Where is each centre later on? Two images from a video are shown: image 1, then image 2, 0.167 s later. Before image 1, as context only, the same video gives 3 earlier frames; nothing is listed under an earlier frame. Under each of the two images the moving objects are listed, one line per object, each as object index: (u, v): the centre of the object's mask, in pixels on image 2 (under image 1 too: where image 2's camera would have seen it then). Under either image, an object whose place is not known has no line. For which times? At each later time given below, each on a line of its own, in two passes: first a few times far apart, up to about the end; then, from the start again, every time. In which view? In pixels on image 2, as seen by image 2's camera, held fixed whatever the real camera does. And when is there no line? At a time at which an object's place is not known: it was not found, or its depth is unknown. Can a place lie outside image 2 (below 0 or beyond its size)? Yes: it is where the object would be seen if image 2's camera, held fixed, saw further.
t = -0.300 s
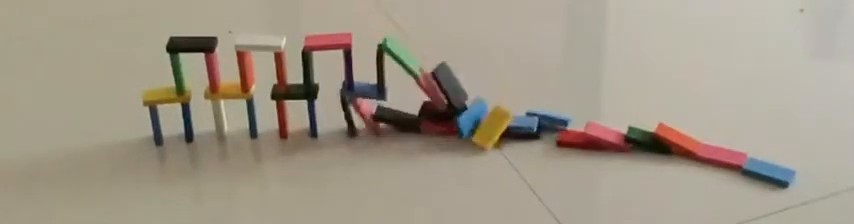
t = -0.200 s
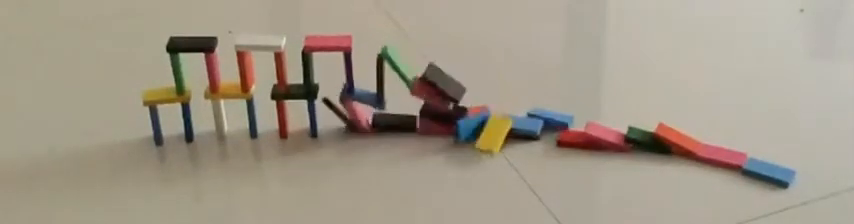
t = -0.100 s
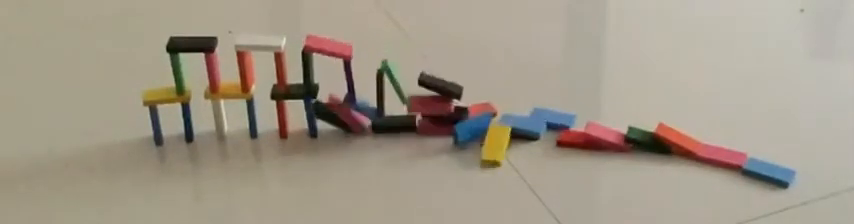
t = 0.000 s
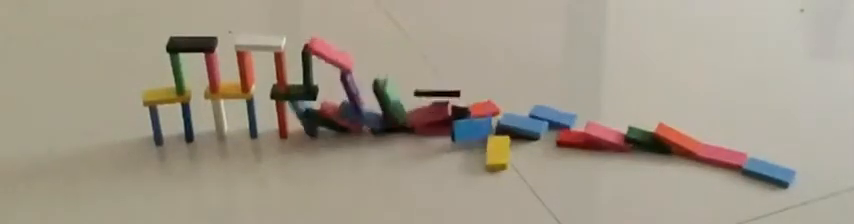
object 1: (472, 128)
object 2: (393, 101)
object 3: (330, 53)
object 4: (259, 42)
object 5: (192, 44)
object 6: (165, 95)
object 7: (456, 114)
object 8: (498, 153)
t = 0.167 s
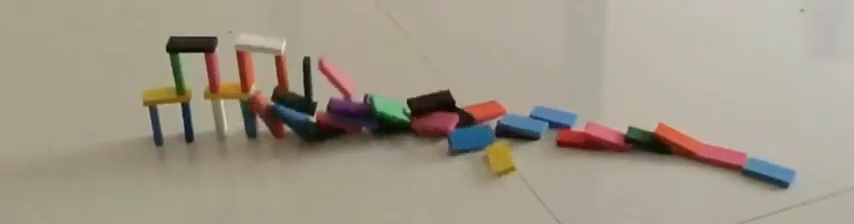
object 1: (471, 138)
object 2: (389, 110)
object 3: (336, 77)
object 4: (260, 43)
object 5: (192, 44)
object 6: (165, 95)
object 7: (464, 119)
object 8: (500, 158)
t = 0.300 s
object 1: (470, 144)
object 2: (387, 122)
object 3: (340, 92)
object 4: (262, 50)
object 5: (191, 44)
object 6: (164, 96)
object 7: (463, 120)
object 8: (502, 165)
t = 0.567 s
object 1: (471, 149)
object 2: (385, 146)
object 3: (347, 115)
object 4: (264, 81)
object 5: (192, 49)
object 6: (161, 96)
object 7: (459, 115)
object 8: (505, 174)
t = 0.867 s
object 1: (474, 154)
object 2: (379, 167)
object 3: (360, 127)
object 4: (280, 111)
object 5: (201, 87)
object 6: (155, 114)
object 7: (460, 113)
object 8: (507, 180)
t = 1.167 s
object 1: (477, 158)
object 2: (372, 181)
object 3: (363, 131)
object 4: (301, 114)
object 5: (201, 117)
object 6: (135, 133)
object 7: (459, 112)
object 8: (508, 181)
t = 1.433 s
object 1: (478, 159)
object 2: (371, 188)
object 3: (370, 140)
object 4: (315, 110)
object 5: (202, 143)
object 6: (119, 144)
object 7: (458, 111)
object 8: (508, 181)
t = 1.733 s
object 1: (478, 159)
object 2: (370, 188)
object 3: (371, 140)
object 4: (319, 113)
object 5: (196, 157)
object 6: (114, 153)
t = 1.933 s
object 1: (478, 160)
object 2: (370, 188)
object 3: (371, 140)
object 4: (319, 113)
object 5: (195, 162)
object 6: (114, 152)
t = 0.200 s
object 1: (471, 140)
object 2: (388, 112)
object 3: (338, 82)
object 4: (261, 44)
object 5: (191, 44)
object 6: (164, 96)
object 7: (464, 120)
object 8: (500, 160)
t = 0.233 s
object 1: (471, 142)
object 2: (387, 114)
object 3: (337, 85)
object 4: (261, 46)
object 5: (191, 44)
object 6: (164, 96)
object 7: (464, 120)
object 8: (501, 161)
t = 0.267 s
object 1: (471, 143)
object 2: (387, 119)
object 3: (338, 89)
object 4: (261, 48)
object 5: (191, 44)
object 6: (164, 96)
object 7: (460, 119)
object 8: (501, 164)
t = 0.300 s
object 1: (470, 144)
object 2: (387, 122)
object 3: (340, 92)
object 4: (262, 50)
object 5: (191, 44)
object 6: (164, 96)
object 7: (463, 120)
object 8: (502, 165)
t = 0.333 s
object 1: (470, 145)
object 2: (388, 126)
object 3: (341, 98)
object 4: (263, 54)
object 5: (191, 43)
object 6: (164, 96)
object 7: (457, 117)
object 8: (503, 166)
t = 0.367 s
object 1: (470, 146)
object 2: (388, 131)
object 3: (341, 99)
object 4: (264, 58)
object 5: (191, 43)
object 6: (164, 96)
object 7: (456, 117)
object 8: (502, 166)
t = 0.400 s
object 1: (472, 146)
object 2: (387, 136)
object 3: (340, 103)
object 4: (265, 62)
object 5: (191, 44)
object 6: (164, 96)
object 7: (457, 117)
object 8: (504, 168)
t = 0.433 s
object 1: (471, 146)
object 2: (386, 139)
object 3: (341, 104)
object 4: (265, 65)
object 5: (191, 44)
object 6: (164, 96)
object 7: (458, 116)
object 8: (503, 169)
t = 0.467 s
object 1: (472, 146)
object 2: (386, 141)
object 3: (342, 107)
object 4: (264, 68)
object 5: (191, 45)
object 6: (163, 96)
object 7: (458, 116)
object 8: (504, 172)
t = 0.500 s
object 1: (471, 147)
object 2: (385, 142)
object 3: (344, 111)
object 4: (264, 72)
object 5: (191, 46)
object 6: (163, 96)
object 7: (458, 116)
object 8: (504, 173)
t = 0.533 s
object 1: (470, 148)
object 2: (385, 144)
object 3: (346, 113)
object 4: (264, 76)
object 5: (192, 47)
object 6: (162, 96)
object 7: (459, 116)
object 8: (505, 173)
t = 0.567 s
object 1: (471, 149)
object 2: (385, 146)
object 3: (347, 115)
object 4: (264, 81)
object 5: (192, 49)
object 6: (161, 96)
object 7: (459, 115)
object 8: (505, 174)
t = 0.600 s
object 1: (473, 151)
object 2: (384, 148)
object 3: (349, 116)
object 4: (263, 86)
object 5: (192, 52)
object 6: (160, 96)
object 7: (459, 115)
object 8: (505, 175)
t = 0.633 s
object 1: (473, 151)
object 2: (382, 151)
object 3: (354, 119)
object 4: (264, 92)
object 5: (193, 55)
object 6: (159, 97)
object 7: (460, 115)
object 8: (506, 176)
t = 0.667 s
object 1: (473, 151)
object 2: (382, 153)
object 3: (354, 120)
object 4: (268, 100)
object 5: (194, 58)
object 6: (159, 98)
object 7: (460, 115)
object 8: (505, 176)
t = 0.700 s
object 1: (473, 152)
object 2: (381, 155)
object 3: (357, 121)
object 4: (270, 101)
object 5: (195, 62)
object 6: (159, 100)
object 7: (460, 114)
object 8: (505, 176)
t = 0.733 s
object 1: (473, 153)
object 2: (380, 158)
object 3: (357, 123)
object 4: (273, 104)
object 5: (196, 67)
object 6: (158, 101)
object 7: (460, 113)
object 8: (506, 177)
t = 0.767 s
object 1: (474, 153)
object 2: (379, 162)
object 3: (357, 124)
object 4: (273, 106)
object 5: (196, 72)
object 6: (159, 105)
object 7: (460, 113)
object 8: (506, 178)
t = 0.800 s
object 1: (474, 154)
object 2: (379, 165)
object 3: (357, 126)
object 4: (275, 107)
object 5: (198, 78)
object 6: (159, 108)
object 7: (460, 113)
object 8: (507, 179)
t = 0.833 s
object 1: (475, 154)
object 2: (379, 166)
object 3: (359, 126)
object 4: (278, 110)
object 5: (200, 84)
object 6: (159, 112)
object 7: (460, 113)
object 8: (507, 179)
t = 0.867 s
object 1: (474, 154)
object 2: (379, 167)
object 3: (360, 127)
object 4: (280, 111)
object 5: (201, 87)
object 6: (155, 114)
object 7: (460, 113)
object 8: (507, 180)
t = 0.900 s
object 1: (474, 154)
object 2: (377, 168)
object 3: (360, 127)
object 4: (281, 110)
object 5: (202, 90)
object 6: (153, 118)
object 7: (460, 113)
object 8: (508, 180)
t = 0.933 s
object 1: (475, 155)
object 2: (376, 169)
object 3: (361, 127)
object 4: (282, 110)
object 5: (204, 93)
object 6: (153, 122)
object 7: (460, 113)
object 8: (508, 180)
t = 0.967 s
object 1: (475, 155)
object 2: (376, 170)
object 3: (361, 128)
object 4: (284, 111)
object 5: (205, 97)
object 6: (151, 123)
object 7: (459, 113)
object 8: (507, 180)
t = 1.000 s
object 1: (475, 155)
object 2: (377, 172)
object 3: (361, 127)
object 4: (286, 111)
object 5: (206, 102)
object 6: (147, 124)
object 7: (459, 113)
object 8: (507, 181)
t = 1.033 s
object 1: (475, 156)
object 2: (376, 174)
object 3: (361, 128)
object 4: (288, 113)
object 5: (207, 106)
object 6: (146, 126)
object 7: (459, 113)
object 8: (508, 181)
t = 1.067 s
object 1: (476, 157)
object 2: (375, 175)
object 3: (362, 128)
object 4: (291, 113)
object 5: (208, 109)
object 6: (142, 127)
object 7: (459, 113)
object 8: (508, 181)
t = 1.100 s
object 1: (476, 157)
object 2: (375, 175)
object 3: (362, 129)
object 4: (294, 109)
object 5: (205, 112)
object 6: (140, 129)
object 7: (459, 112)
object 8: (508, 181)
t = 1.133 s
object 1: (477, 158)
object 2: (375, 177)
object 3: (363, 130)
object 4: (297, 108)
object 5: (202, 115)
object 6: (137, 131)
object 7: (459, 112)
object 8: (508, 181)
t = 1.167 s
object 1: (477, 158)
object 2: (372, 181)
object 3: (363, 131)
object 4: (301, 114)
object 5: (201, 117)
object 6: (135, 133)
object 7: (459, 112)
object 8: (508, 181)
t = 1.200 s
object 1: (477, 159)
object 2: (371, 183)
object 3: (363, 131)
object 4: (303, 113)
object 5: (205, 119)
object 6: (132, 135)
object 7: (459, 112)
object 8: (508, 181)
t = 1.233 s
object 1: (478, 159)
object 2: (372, 183)
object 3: (364, 131)
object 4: (304, 115)
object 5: (205, 123)
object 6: (128, 138)
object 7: (459, 112)
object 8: (508, 181)
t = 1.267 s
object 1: (478, 159)
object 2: (371, 185)
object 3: (364, 131)
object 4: (307, 113)
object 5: (204, 127)
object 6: (127, 140)
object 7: (459, 112)
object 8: (508, 181)
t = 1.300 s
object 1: (478, 159)
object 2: (371, 185)
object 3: (365, 131)
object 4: (308, 114)
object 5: (203, 129)
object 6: (126, 141)
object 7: (458, 112)
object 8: (508, 181)
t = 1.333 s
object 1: (478, 159)
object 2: (371, 186)
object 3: (365, 131)
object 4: (309, 113)
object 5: (203, 132)
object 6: (125, 141)
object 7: (458, 111)
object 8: (508, 181)
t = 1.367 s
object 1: (478, 159)
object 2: (371, 187)
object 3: (370, 139)
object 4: (310, 114)
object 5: (203, 135)
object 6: (120, 143)
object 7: (458, 111)
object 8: (508, 181)
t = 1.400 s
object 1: (478, 159)
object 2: (370, 187)
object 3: (370, 139)
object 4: (311, 121)
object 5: (203, 140)
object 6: (119, 142)
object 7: (458, 111)
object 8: (508, 181)
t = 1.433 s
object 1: (478, 159)
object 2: (371, 188)
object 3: (370, 140)
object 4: (315, 110)
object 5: (202, 143)
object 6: (119, 144)
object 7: (458, 111)
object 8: (508, 181)
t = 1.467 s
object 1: (478, 159)
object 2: (371, 188)
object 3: (370, 139)
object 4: (315, 112)
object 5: (201, 145)
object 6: (118, 144)
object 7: (458, 111)
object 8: (508, 181)
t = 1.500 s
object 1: (478, 159)
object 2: (370, 188)
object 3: (370, 139)
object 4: (316, 110)
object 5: (201, 147)
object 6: (117, 146)
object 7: (458, 111)
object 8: (508, 181)
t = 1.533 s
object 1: (478, 159)
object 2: (371, 188)
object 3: (371, 139)
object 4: (317, 110)
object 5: (200, 149)
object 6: (118, 148)
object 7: (458, 111)
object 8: (508, 181)
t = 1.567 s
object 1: (478, 159)
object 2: (371, 188)
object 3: (371, 139)
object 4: (317, 111)
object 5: (199, 150)
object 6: (117, 152)
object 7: (458, 111)
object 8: (508, 181)
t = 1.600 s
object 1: (478, 159)
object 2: (371, 188)
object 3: (371, 140)
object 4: (318, 112)
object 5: (198, 151)
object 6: (115, 153)
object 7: (458, 111)
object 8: (508, 181)
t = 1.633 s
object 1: (478, 159)
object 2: (370, 188)
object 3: (371, 140)
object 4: (318, 112)
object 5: (198, 152)
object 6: (114, 153)
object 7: (458, 111)
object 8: (508, 181)
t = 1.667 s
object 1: (478, 159)
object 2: (370, 188)
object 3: (371, 140)
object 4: (319, 113)
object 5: (198, 154)
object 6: (114, 153)
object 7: (458, 111)
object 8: (508, 181)
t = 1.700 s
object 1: (478, 159)
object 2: (371, 188)
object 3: (371, 140)
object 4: (319, 113)
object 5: (197, 155)
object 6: (114, 153)
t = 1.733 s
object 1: (478, 159)
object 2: (370, 188)
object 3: (371, 140)
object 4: (319, 113)
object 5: (196, 157)
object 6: (114, 153)
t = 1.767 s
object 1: (478, 159)
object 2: (370, 188)
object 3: (371, 140)
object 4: (319, 113)
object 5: (196, 158)
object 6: (114, 153)
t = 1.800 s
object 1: (477, 159)
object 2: (370, 188)
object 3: (371, 140)
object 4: (319, 113)
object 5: (196, 158)
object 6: (114, 153)
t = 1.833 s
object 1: (478, 160)
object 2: (370, 188)
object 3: (371, 140)
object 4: (319, 113)
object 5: (195, 159)
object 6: (114, 153)
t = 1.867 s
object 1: (478, 160)
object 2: (370, 188)
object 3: (371, 140)
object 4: (319, 113)
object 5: (195, 160)
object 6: (114, 153)
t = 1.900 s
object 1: (478, 160)
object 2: (371, 188)
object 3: (371, 140)
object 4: (319, 113)
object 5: (195, 162)
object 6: (114, 153)
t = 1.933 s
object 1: (478, 160)
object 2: (370, 188)
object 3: (371, 140)
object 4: (319, 113)
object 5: (195, 162)
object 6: (114, 152)
